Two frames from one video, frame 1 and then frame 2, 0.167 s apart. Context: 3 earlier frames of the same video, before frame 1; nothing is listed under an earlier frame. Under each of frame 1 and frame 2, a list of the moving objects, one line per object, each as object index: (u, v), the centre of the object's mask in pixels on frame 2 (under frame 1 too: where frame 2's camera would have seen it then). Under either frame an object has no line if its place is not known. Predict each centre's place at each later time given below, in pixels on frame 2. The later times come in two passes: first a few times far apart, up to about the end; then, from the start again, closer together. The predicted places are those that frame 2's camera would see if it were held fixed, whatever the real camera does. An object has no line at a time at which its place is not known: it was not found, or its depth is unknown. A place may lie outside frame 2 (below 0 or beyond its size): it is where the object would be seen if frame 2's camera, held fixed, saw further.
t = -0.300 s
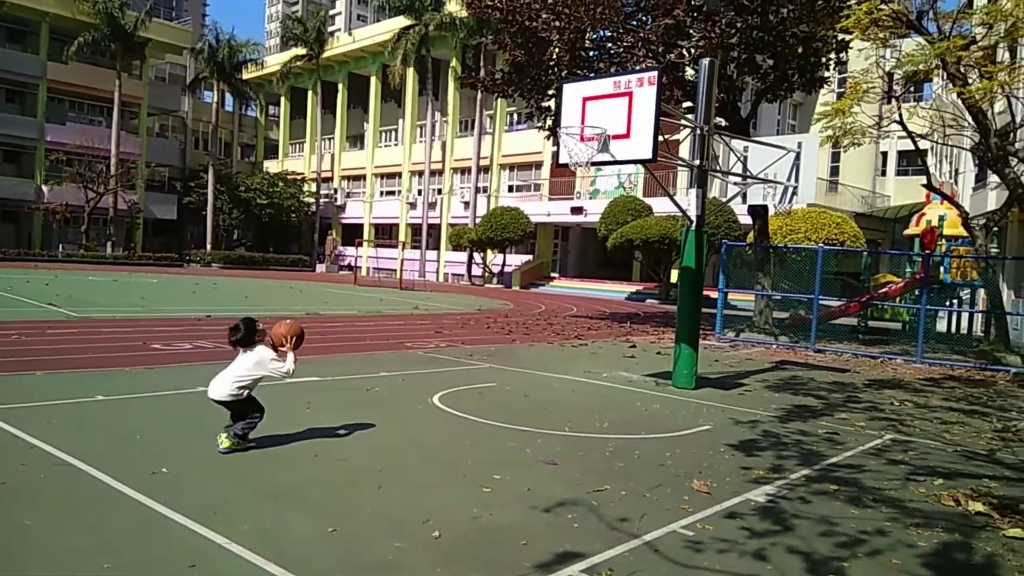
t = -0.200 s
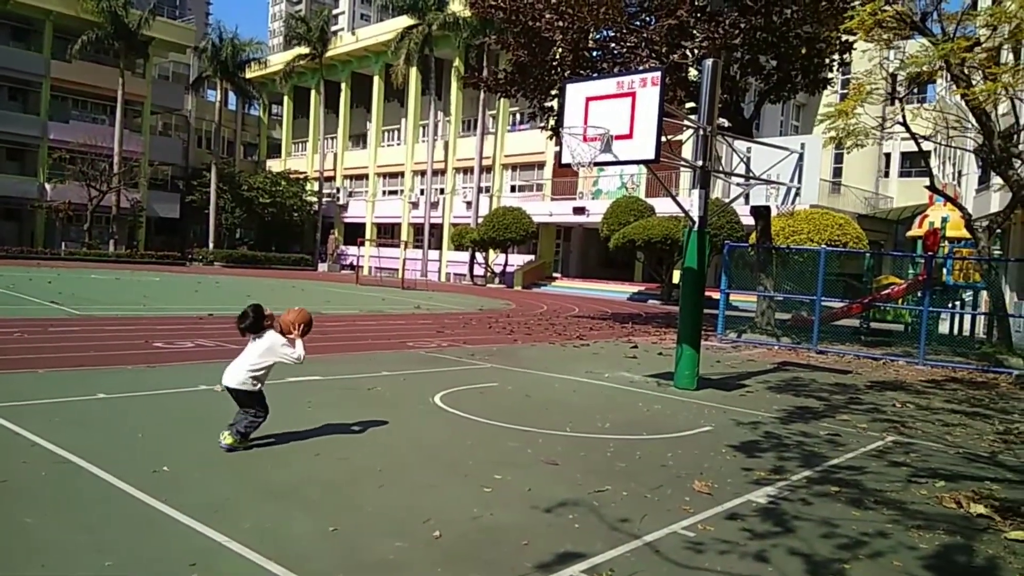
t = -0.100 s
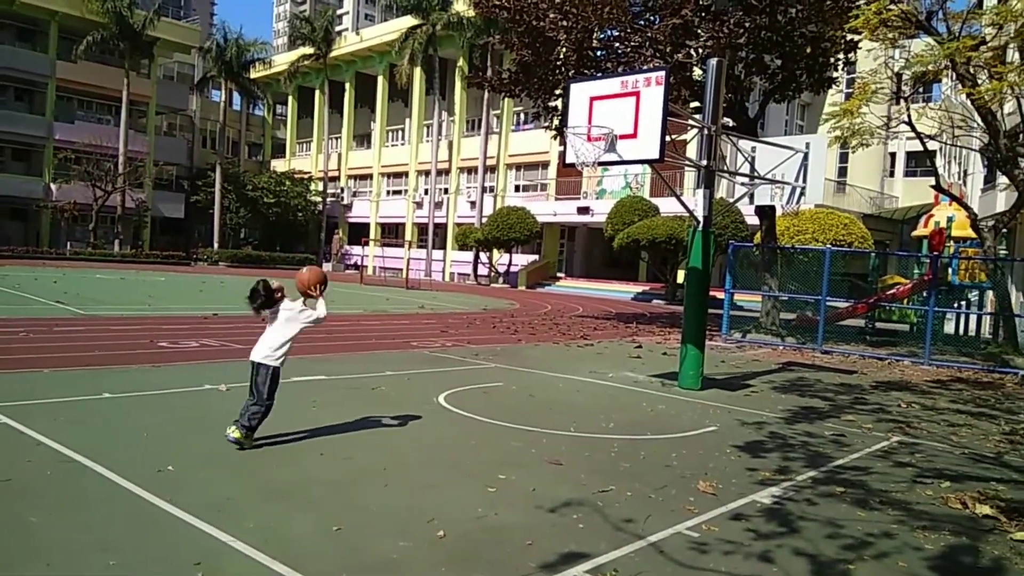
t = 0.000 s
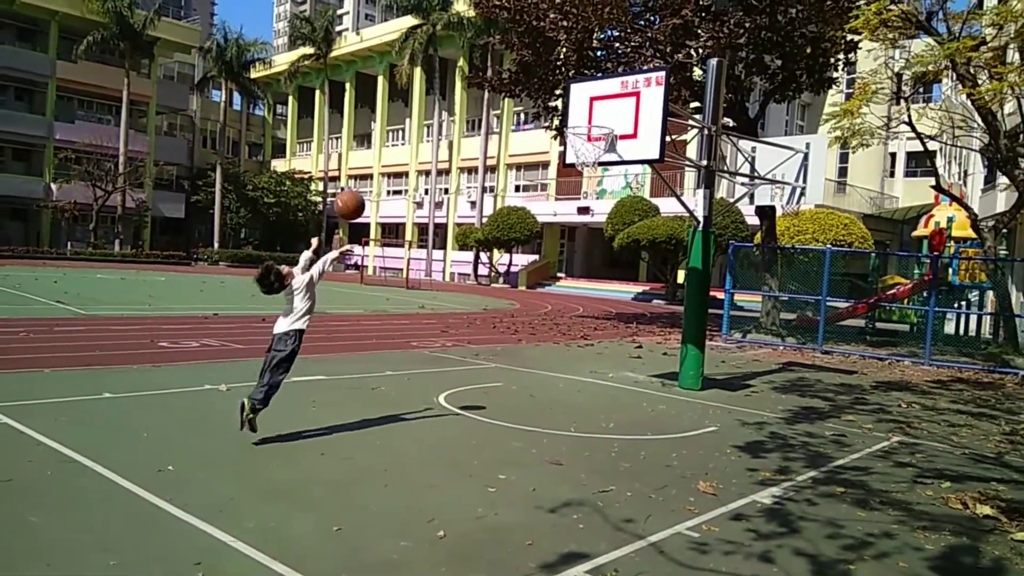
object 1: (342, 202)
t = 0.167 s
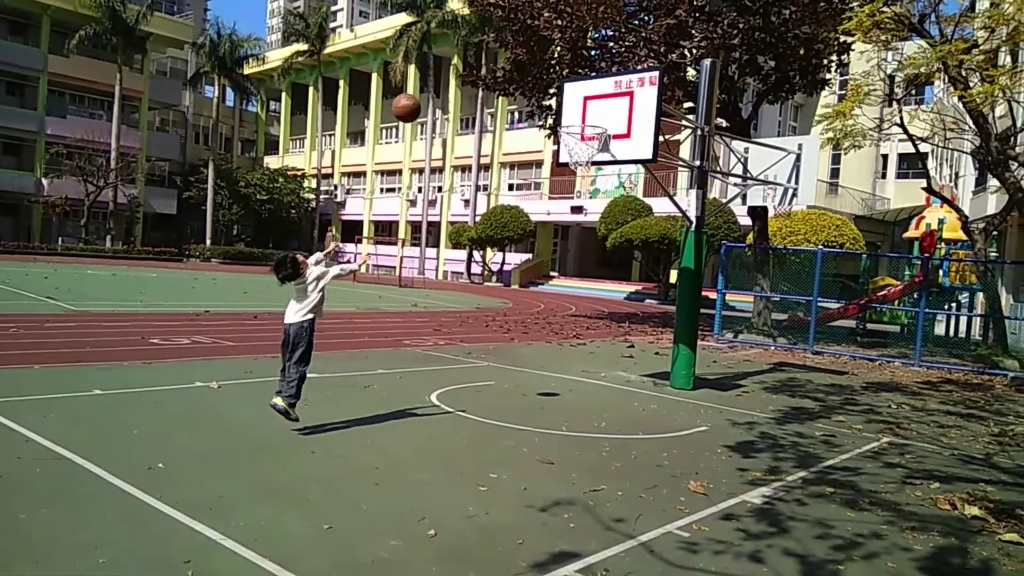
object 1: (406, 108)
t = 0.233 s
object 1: (429, 84)
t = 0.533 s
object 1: (513, 52)
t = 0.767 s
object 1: (563, 96)
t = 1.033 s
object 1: (614, 111)
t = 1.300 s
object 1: (672, 153)
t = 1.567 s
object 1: (728, 291)
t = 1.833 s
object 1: (796, 406)
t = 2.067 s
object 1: (868, 293)
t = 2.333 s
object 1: (956, 257)
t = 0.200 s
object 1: (418, 95)
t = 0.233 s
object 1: (429, 84)
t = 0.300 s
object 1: (450, 66)
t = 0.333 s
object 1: (460, 60)
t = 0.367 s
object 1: (468, 53)
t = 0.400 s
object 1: (478, 50)
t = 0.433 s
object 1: (487, 50)
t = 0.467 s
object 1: (495, 48)
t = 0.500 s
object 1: (505, 50)
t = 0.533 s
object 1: (513, 52)
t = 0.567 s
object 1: (520, 56)
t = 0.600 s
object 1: (528, 60)
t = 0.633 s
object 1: (535, 64)
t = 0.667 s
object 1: (543, 71)
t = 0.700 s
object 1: (550, 79)
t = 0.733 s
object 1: (556, 87)
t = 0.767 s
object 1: (563, 96)
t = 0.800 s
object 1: (569, 107)
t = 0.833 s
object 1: (574, 117)
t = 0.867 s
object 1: (580, 124)
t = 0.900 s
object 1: (587, 118)
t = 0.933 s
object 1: (594, 115)
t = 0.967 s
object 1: (600, 112)
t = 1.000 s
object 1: (607, 111)
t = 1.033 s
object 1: (614, 111)
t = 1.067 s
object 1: (621, 112)
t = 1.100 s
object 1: (629, 113)
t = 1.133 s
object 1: (636, 117)
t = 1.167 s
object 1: (643, 121)
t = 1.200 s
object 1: (650, 127)
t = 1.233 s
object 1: (657, 135)
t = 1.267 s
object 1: (665, 144)
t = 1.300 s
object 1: (672, 153)
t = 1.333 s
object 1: (678, 165)
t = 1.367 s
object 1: (685, 179)
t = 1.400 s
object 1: (692, 193)
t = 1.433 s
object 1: (700, 209)
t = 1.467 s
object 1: (706, 226)
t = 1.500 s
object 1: (713, 247)
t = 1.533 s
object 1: (722, 267)
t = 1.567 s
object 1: (728, 291)
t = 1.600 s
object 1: (735, 316)
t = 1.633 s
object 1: (743, 342)
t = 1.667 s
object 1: (750, 370)
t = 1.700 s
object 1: (759, 400)
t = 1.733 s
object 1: (767, 432)
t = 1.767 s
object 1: (776, 451)
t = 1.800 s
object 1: (786, 428)
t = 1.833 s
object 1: (796, 406)
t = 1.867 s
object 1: (806, 386)
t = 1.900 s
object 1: (815, 368)
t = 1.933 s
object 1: (825, 350)
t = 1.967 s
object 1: (835, 334)
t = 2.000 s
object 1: (846, 319)
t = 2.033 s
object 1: (857, 306)
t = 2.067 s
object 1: (868, 293)
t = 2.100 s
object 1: (879, 284)
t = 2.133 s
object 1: (890, 275)
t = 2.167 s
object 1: (902, 268)
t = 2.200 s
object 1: (912, 262)
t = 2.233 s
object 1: (923, 258)
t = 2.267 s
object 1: (933, 256)
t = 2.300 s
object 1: (945, 256)
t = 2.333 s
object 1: (956, 257)
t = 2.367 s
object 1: (966, 260)
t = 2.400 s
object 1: (977, 265)
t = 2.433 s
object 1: (987, 271)
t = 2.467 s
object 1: (998, 279)
